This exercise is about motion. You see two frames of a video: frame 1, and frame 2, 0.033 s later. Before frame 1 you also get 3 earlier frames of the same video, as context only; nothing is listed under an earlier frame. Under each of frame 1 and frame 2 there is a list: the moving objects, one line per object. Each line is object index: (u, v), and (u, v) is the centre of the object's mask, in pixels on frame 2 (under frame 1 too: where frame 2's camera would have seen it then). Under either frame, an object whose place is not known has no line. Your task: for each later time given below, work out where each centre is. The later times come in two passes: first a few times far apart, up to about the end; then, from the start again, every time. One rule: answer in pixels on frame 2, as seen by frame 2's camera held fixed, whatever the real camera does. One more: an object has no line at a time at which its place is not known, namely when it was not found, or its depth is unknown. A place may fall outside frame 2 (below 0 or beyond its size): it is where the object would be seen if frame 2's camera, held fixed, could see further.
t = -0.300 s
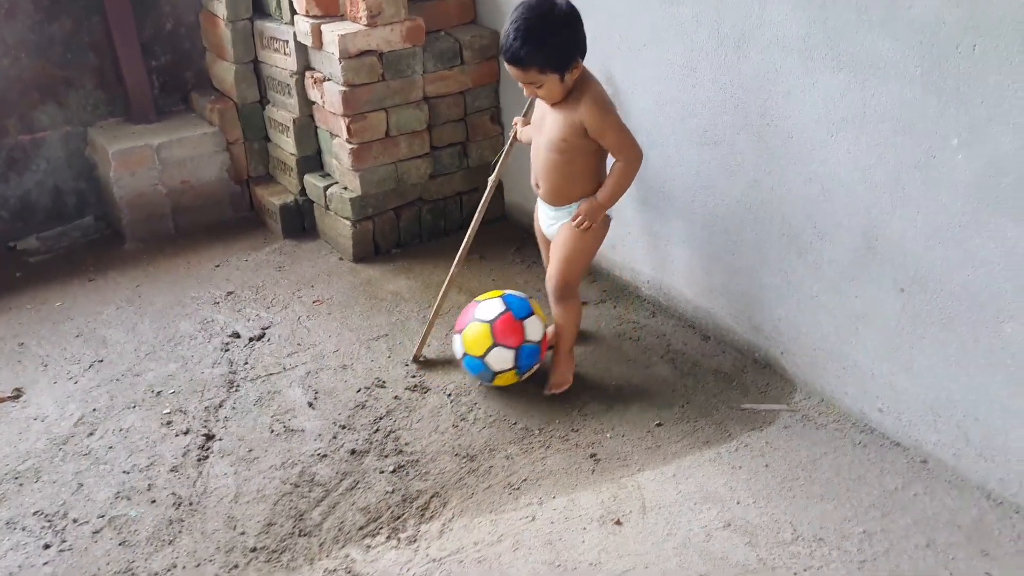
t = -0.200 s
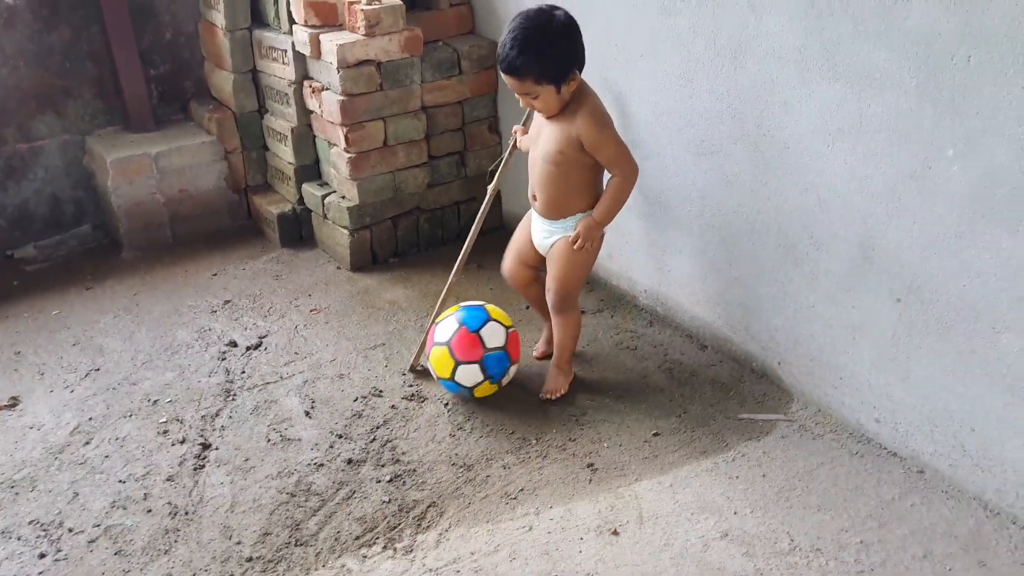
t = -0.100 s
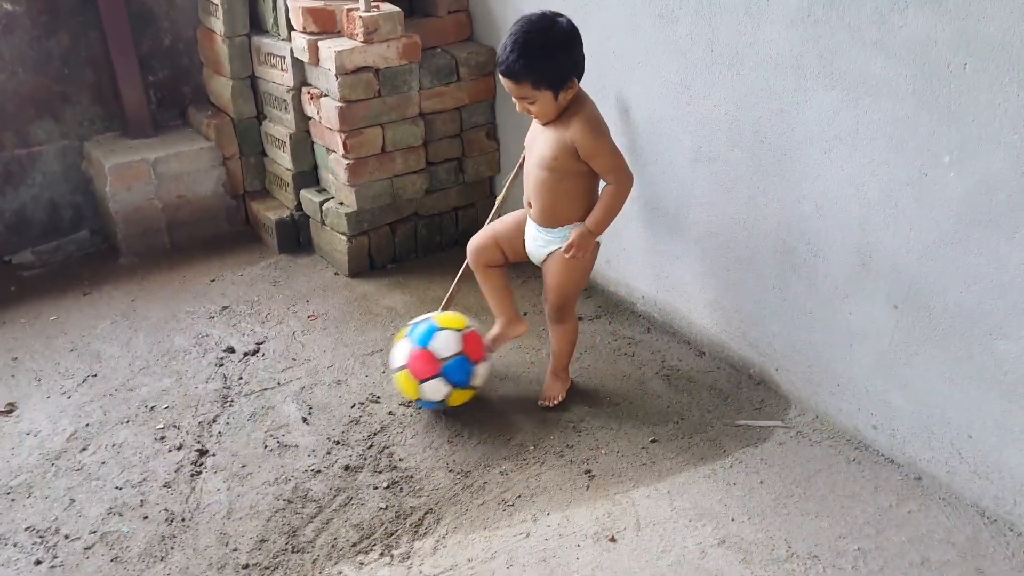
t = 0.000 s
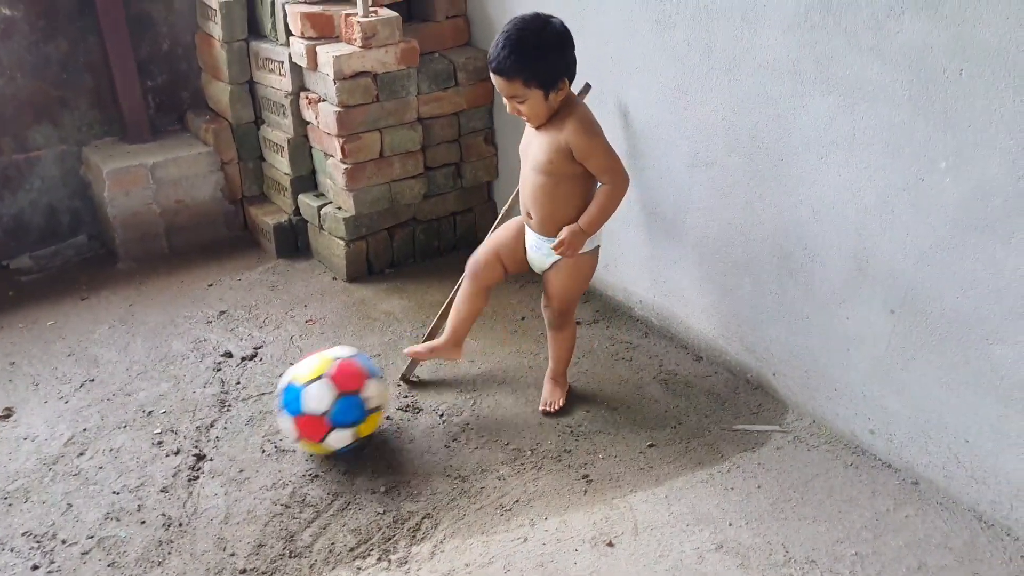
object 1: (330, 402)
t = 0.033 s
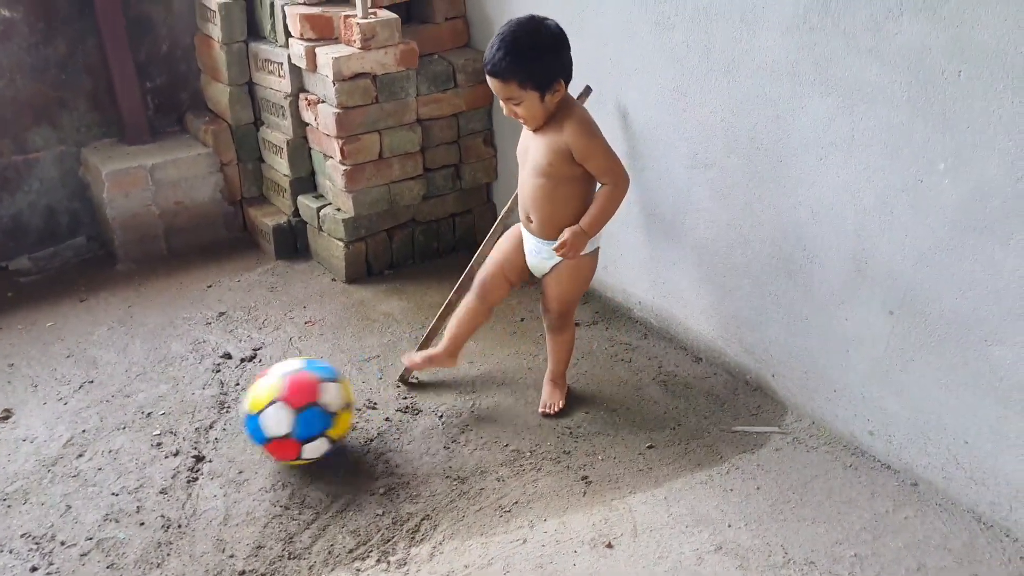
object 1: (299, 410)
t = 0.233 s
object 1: (118, 466)
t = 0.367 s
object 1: (25, 508)
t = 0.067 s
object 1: (268, 416)
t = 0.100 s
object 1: (239, 426)
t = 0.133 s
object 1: (210, 439)
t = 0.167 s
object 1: (181, 447)
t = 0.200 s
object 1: (150, 455)
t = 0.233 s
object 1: (118, 466)
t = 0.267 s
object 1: (86, 480)
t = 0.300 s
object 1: (59, 488)
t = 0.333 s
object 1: (39, 496)
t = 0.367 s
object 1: (25, 508)
